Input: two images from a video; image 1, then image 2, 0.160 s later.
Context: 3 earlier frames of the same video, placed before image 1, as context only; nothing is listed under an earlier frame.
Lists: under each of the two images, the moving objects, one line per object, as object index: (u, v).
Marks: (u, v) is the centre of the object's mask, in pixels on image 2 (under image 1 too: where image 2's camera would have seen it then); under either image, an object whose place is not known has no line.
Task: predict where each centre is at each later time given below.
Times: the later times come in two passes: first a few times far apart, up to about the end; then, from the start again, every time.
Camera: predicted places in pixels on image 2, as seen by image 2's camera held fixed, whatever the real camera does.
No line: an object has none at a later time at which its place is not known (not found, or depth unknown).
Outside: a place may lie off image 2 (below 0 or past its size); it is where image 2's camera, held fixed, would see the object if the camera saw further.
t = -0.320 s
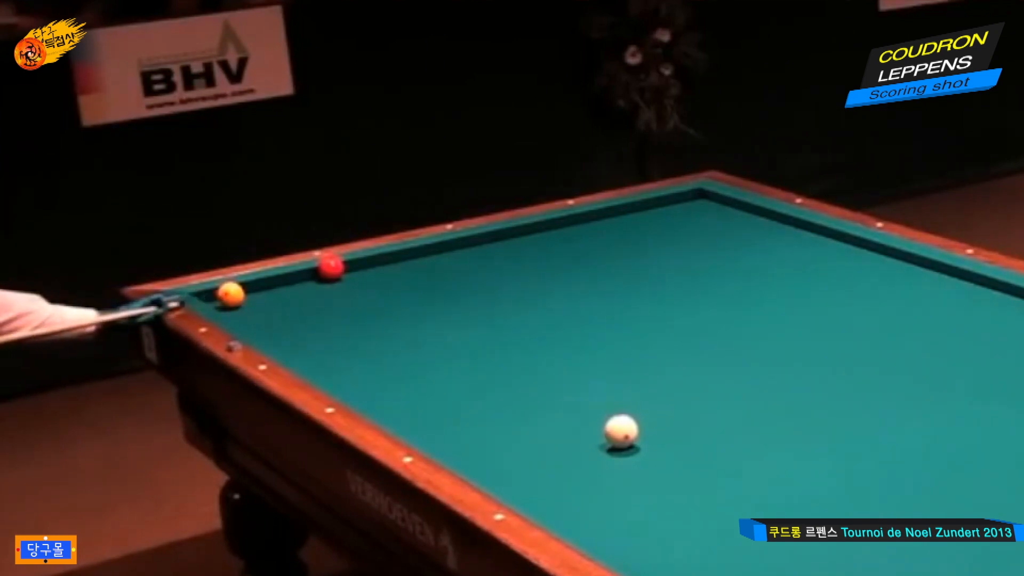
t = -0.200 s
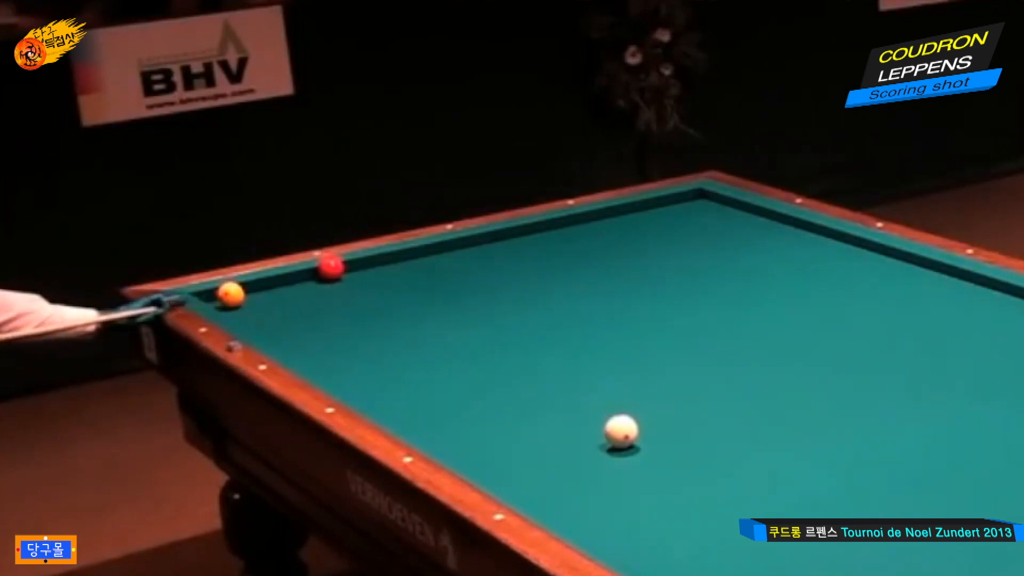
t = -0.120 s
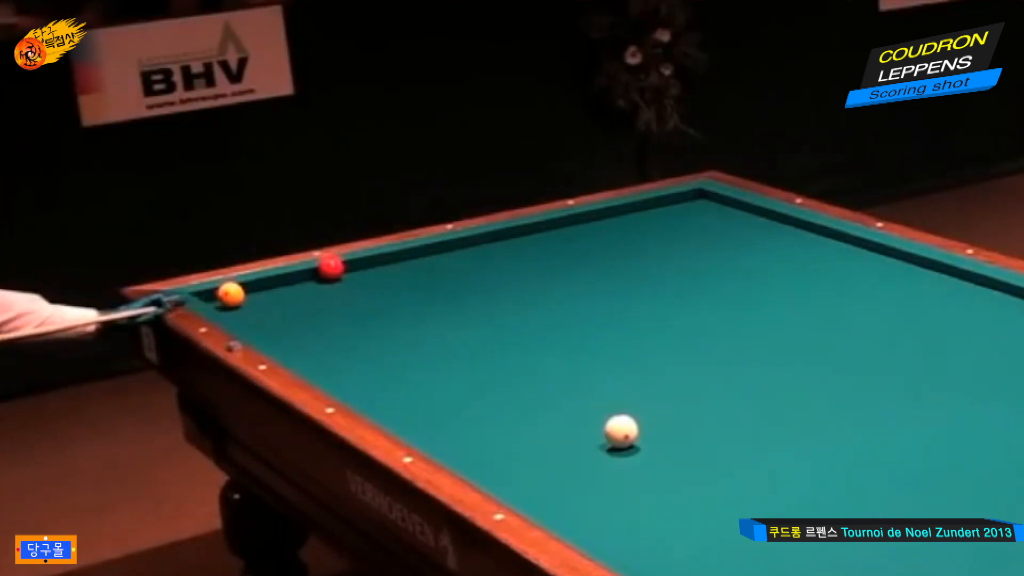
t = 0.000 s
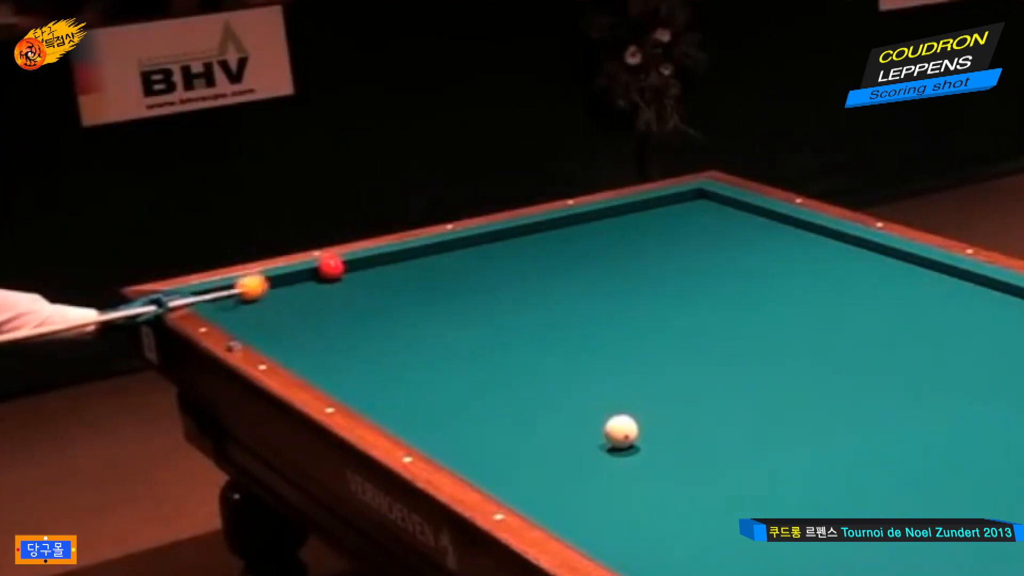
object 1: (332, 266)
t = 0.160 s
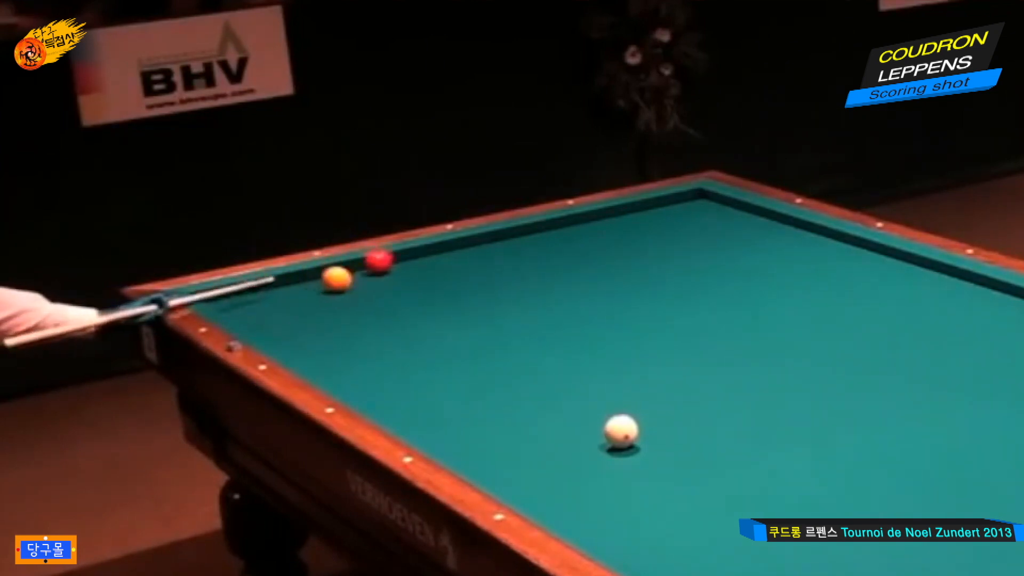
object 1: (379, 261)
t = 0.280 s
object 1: (438, 254)
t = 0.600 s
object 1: (561, 239)
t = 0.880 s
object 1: (661, 226)
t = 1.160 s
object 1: (757, 215)
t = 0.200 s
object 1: (400, 258)
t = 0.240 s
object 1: (419, 255)
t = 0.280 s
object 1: (438, 254)
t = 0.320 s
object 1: (455, 252)
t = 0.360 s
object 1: (471, 250)
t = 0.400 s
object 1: (486, 248)
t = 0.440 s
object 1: (501, 246)
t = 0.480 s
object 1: (516, 244)
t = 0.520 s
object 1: (531, 242)
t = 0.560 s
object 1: (546, 240)
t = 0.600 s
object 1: (561, 239)
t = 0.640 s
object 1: (575, 237)
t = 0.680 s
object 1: (590, 235)
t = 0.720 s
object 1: (605, 233)
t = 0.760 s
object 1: (619, 232)
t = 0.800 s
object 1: (634, 230)
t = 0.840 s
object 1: (648, 228)
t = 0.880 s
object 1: (661, 226)
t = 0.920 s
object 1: (675, 225)
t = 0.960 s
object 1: (689, 223)
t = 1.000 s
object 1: (703, 221)
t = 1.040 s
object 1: (717, 220)
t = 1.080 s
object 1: (730, 218)
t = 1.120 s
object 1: (743, 217)
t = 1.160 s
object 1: (757, 215)
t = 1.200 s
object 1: (766, 215)
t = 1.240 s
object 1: (761, 216)
